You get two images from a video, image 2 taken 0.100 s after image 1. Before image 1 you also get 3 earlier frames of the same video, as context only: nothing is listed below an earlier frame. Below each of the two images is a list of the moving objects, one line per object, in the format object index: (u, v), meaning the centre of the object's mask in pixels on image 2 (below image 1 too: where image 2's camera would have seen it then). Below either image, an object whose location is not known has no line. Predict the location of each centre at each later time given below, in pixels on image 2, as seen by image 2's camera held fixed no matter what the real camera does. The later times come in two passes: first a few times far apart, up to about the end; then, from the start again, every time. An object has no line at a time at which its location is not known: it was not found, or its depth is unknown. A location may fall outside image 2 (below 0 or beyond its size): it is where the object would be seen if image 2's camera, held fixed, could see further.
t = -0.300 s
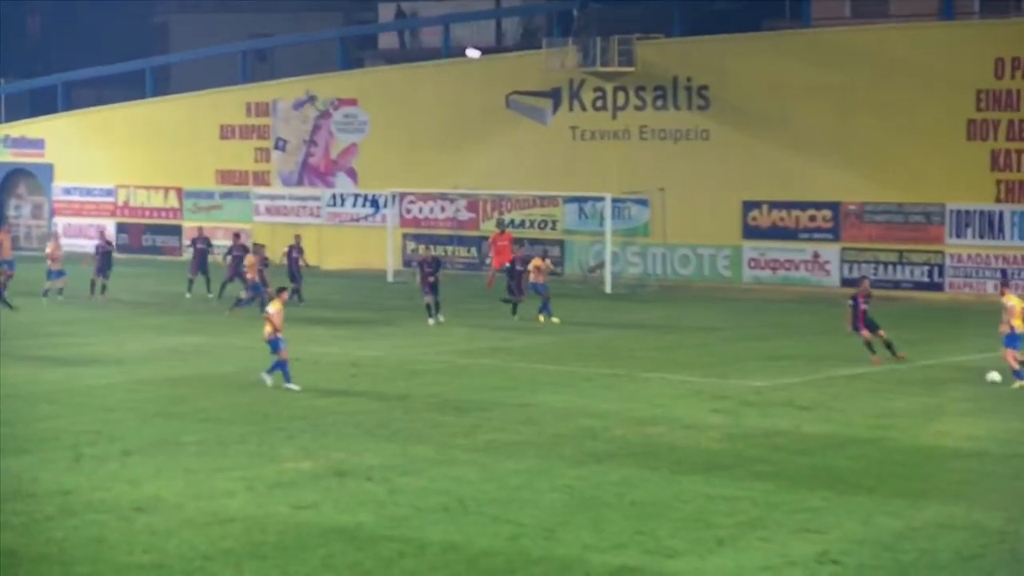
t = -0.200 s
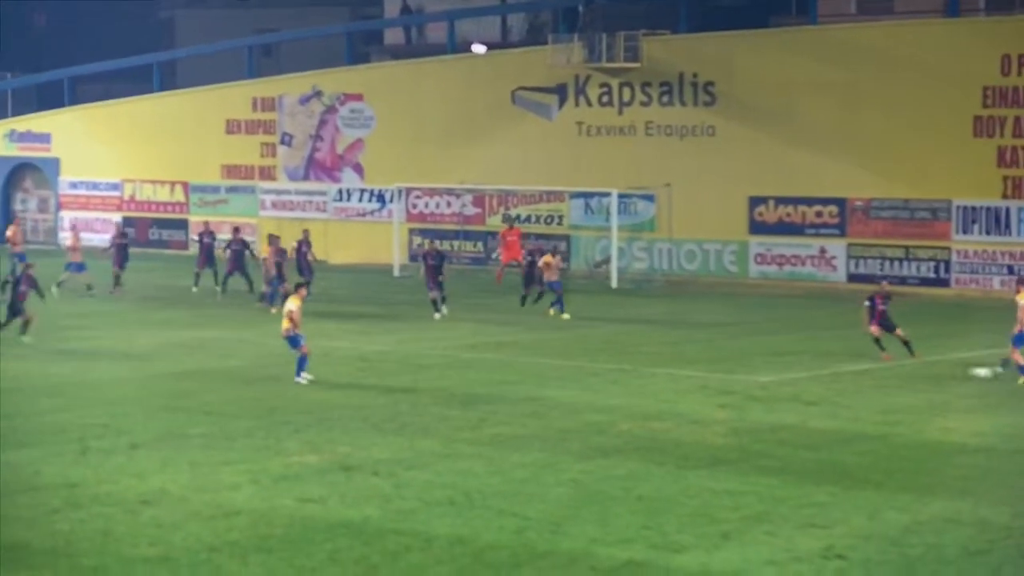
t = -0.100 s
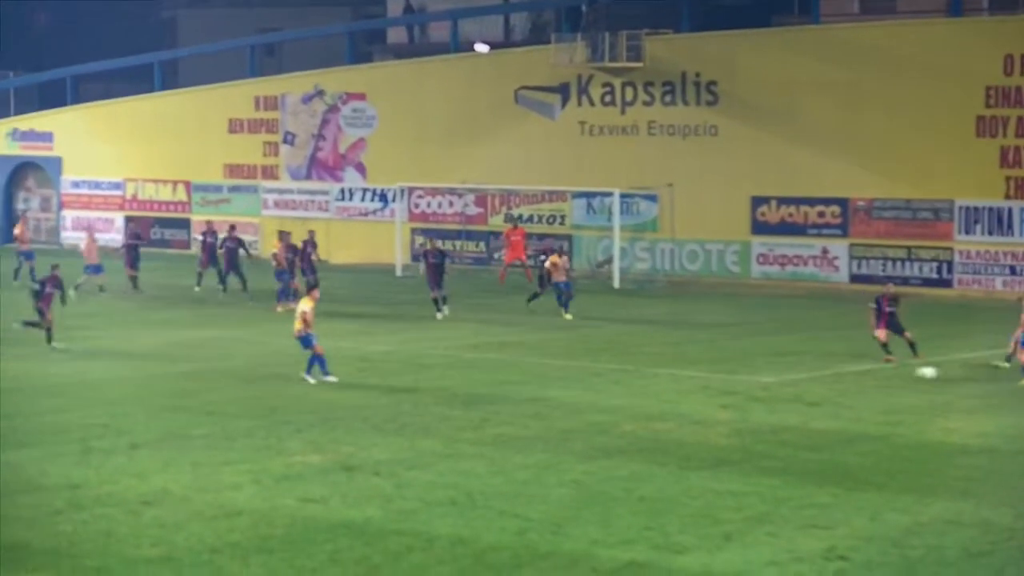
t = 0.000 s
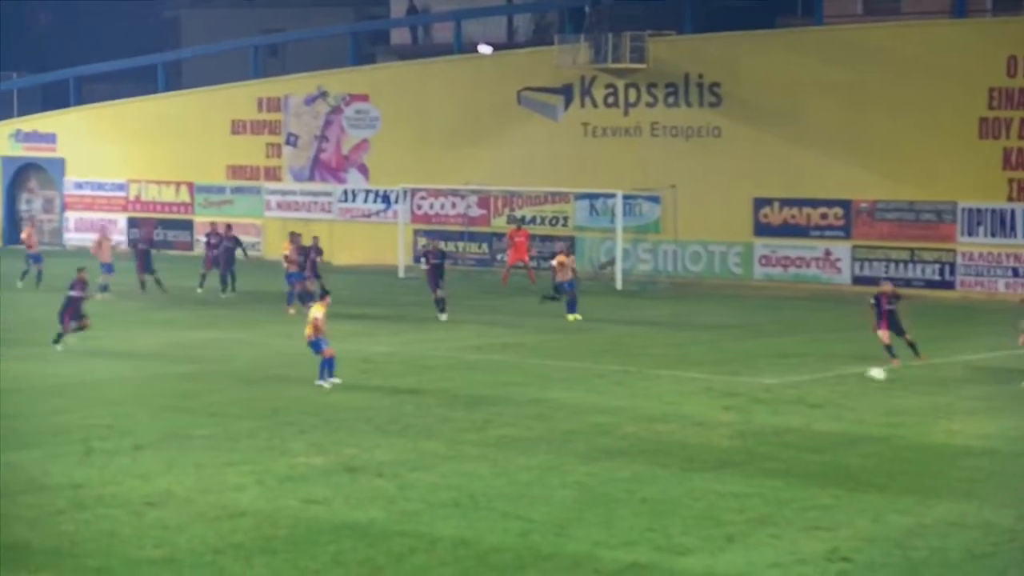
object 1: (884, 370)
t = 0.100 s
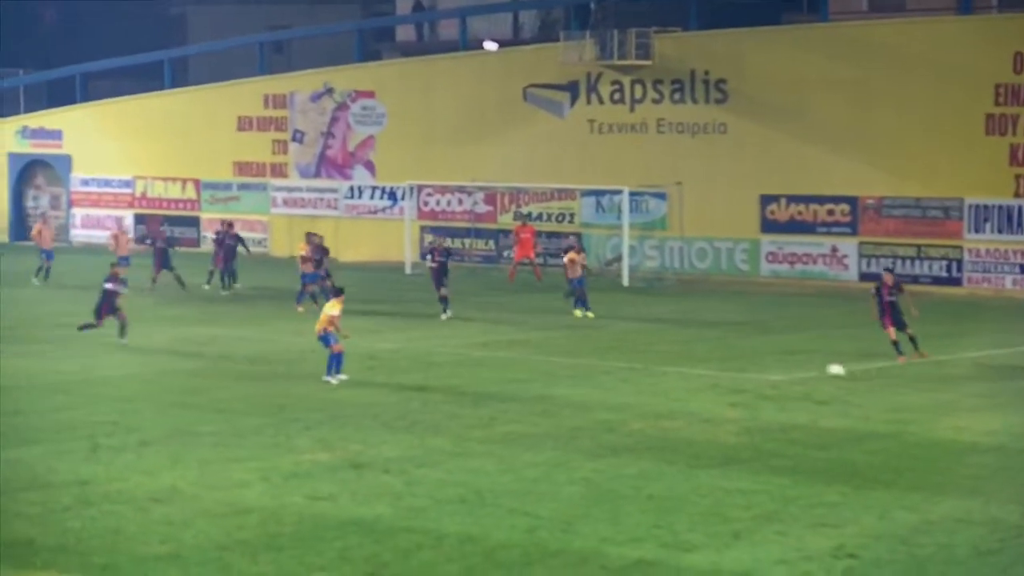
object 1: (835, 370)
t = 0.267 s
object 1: (764, 370)
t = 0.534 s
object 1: (674, 368)
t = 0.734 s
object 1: (614, 369)
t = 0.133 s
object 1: (820, 368)
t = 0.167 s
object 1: (807, 369)
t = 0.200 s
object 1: (792, 369)
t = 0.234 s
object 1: (779, 368)
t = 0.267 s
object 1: (764, 370)
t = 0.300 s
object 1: (753, 369)
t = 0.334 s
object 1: (740, 368)
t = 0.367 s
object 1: (729, 369)
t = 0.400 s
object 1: (716, 370)
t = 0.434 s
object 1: (704, 370)
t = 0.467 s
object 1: (695, 369)
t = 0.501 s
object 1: (684, 369)
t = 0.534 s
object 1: (674, 368)
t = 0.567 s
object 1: (663, 369)
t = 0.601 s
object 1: (653, 370)
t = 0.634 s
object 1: (643, 369)
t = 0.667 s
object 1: (634, 367)
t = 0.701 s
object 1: (623, 368)
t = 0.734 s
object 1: (614, 369)
